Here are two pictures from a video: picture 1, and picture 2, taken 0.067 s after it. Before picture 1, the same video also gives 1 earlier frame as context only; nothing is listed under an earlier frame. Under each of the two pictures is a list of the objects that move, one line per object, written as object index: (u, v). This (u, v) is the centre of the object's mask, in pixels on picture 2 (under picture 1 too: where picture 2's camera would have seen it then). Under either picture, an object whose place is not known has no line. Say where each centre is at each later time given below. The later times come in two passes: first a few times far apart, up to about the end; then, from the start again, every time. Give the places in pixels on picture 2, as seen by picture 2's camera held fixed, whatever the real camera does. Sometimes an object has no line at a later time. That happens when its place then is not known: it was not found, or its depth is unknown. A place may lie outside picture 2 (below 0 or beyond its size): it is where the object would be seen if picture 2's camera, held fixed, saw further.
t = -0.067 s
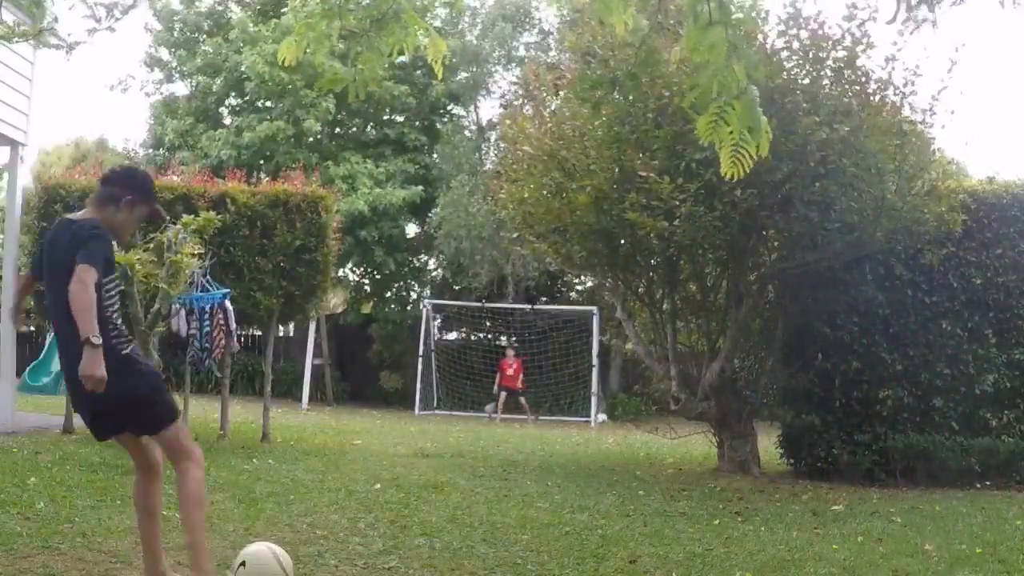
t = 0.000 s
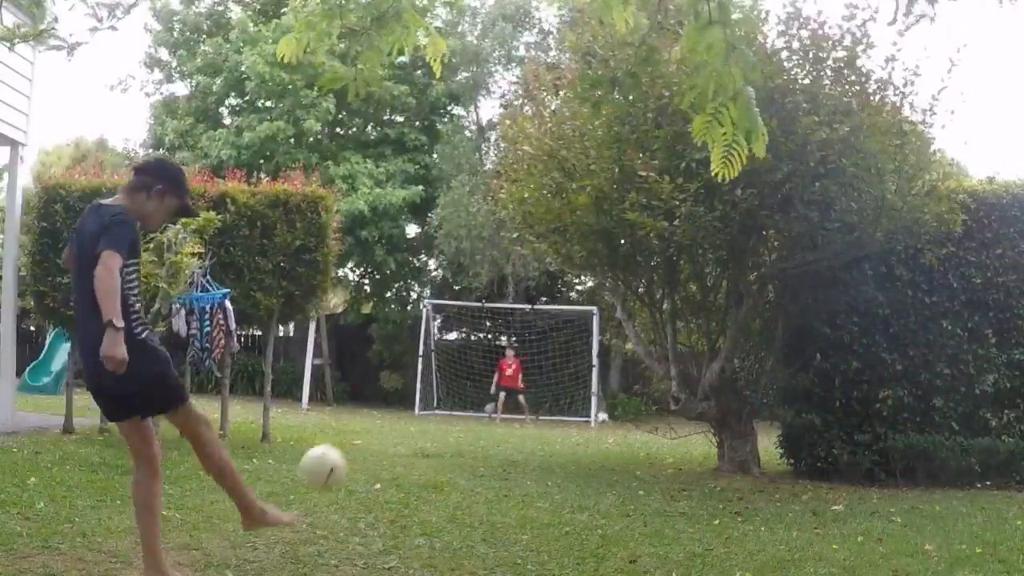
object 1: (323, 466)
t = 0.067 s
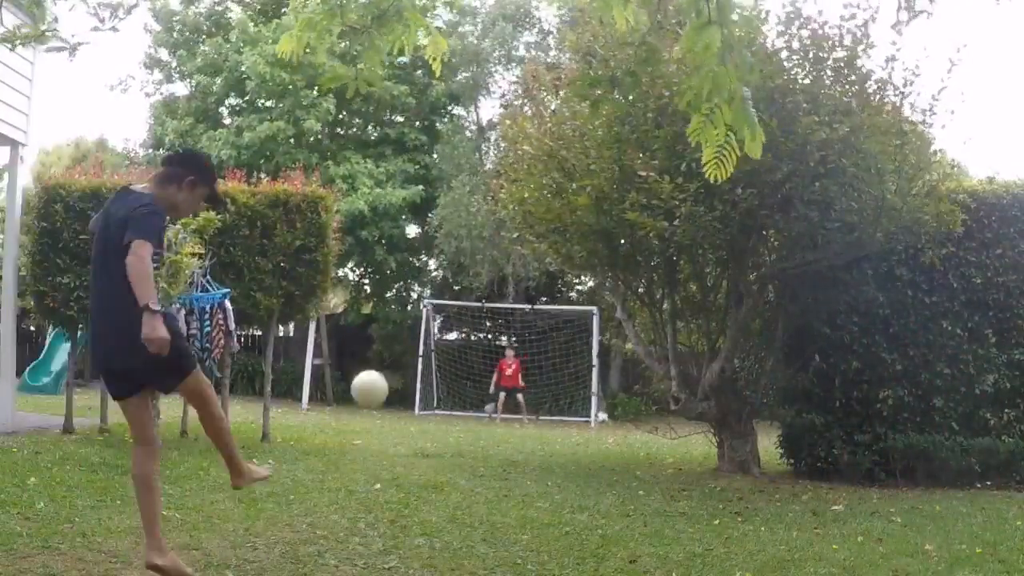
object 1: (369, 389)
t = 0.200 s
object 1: (413, 316)
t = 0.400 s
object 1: (434, 289)
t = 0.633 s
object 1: (435, 299)
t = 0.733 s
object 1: (432, 310)
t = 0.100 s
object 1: (385, 364)
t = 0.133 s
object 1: (397, 343)
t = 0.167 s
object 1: (406, 328)
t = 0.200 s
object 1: (413, 316)
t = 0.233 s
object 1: (419, 307)
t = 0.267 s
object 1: (423, 300)
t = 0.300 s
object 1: (427, 295)
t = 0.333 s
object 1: (430, 293)
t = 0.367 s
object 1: (432, 290)
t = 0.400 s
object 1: (434, 289)
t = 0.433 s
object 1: (435, 288)
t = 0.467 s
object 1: (436, 288)
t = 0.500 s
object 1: (436, 289)
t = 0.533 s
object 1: (436, 291)
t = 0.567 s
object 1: (436, 293)
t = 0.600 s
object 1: (435, 295)
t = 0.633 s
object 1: (435, 299)
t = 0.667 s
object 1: (434, 302)
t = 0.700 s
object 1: (433, 306)
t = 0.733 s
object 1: (432, 310)
